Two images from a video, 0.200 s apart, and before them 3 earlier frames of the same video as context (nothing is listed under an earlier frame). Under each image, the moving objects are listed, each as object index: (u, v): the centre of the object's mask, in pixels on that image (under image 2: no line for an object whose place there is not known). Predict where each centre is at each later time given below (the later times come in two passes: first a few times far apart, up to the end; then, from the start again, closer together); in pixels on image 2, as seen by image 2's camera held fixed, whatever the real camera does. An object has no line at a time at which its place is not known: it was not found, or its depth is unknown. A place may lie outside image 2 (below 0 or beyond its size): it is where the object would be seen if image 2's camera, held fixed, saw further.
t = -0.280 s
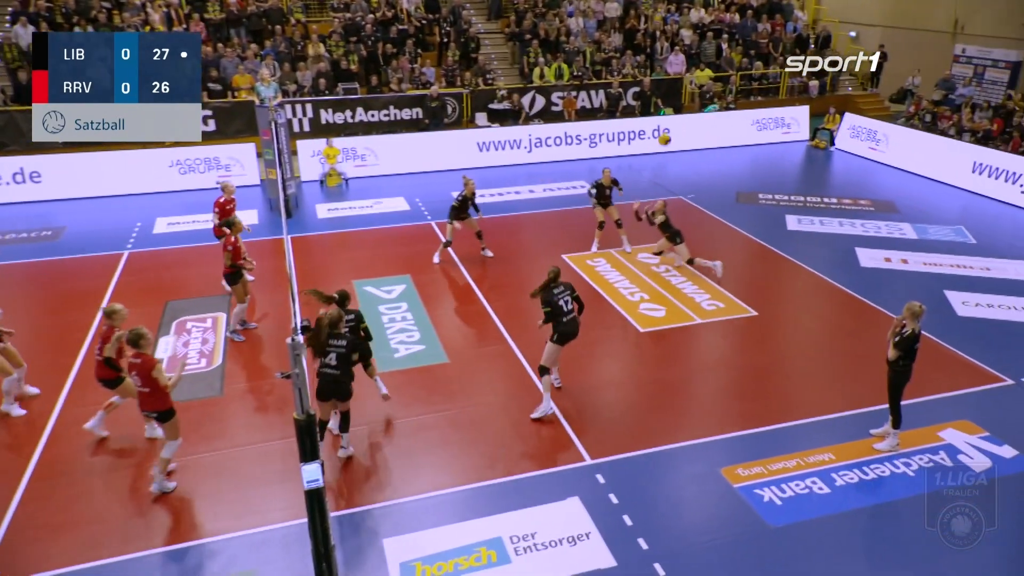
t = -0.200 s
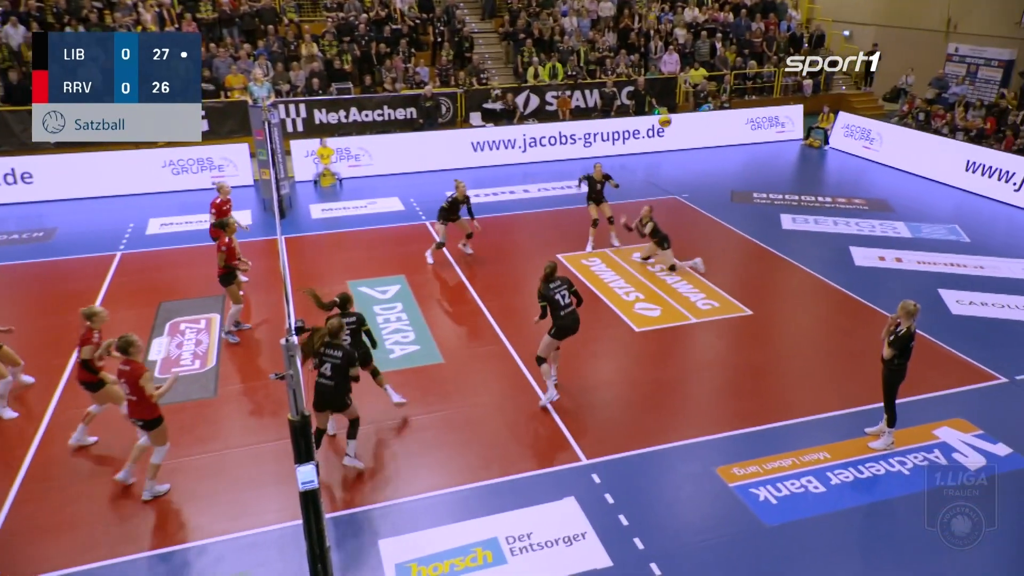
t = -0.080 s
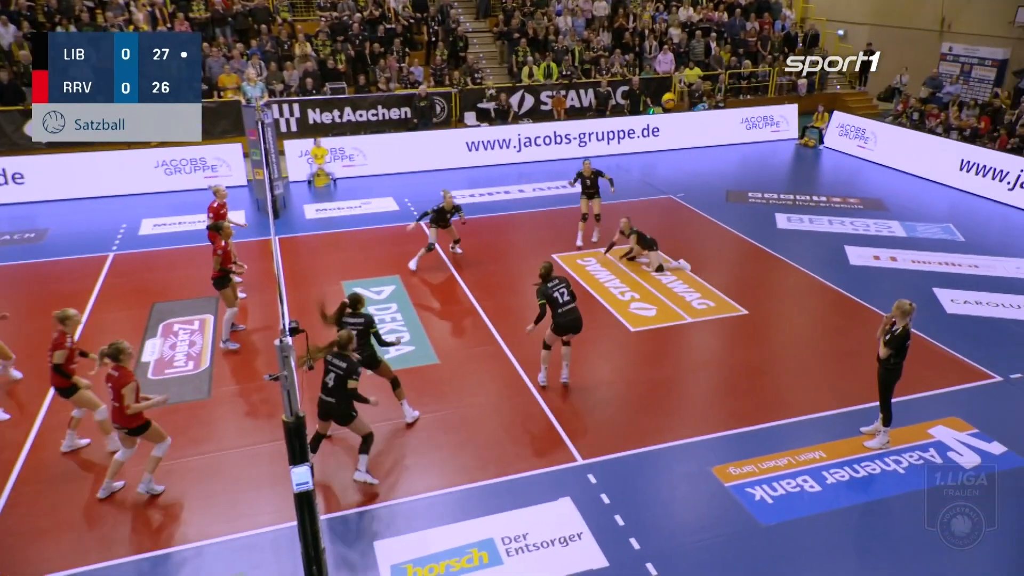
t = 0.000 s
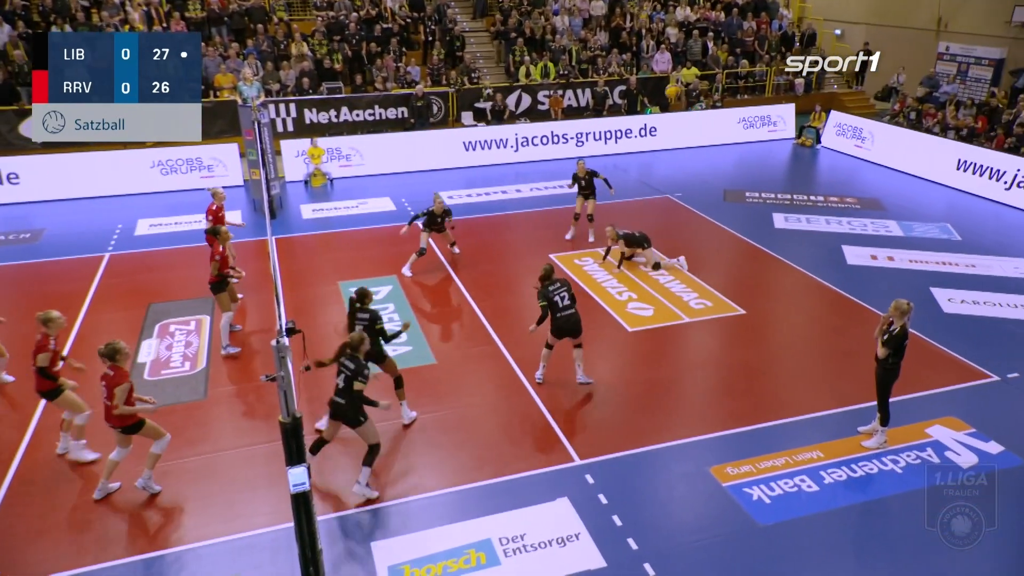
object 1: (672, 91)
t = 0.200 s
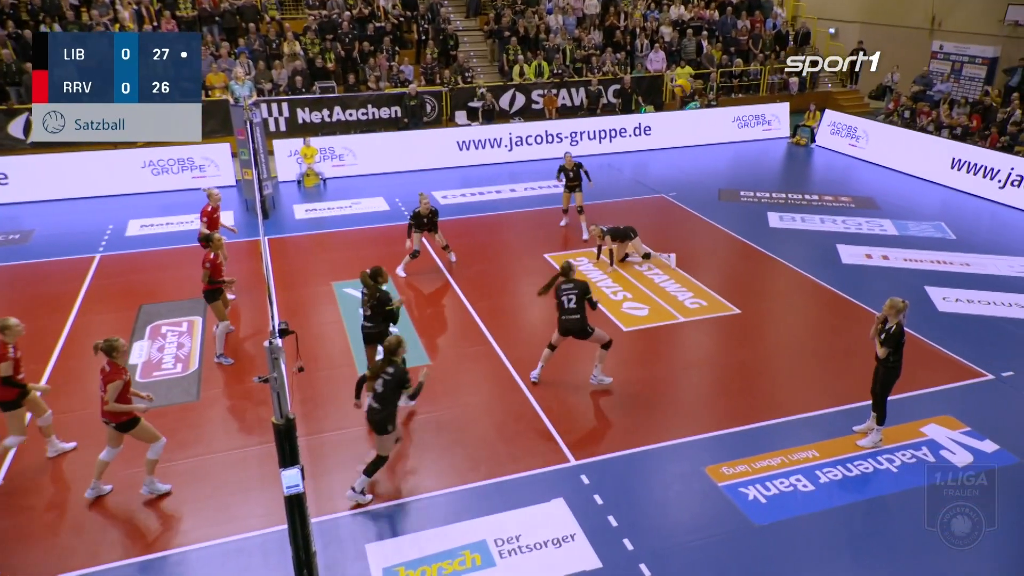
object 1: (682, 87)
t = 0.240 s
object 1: (685, 90)
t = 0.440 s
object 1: (699, 125)
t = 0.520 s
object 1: (704, 149)
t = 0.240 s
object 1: (685, 90)
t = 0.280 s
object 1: (688, 94)
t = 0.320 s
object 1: (691, 100)
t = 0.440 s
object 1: (699, 125)
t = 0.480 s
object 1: (701, 136)
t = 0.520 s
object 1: (704, 149)
